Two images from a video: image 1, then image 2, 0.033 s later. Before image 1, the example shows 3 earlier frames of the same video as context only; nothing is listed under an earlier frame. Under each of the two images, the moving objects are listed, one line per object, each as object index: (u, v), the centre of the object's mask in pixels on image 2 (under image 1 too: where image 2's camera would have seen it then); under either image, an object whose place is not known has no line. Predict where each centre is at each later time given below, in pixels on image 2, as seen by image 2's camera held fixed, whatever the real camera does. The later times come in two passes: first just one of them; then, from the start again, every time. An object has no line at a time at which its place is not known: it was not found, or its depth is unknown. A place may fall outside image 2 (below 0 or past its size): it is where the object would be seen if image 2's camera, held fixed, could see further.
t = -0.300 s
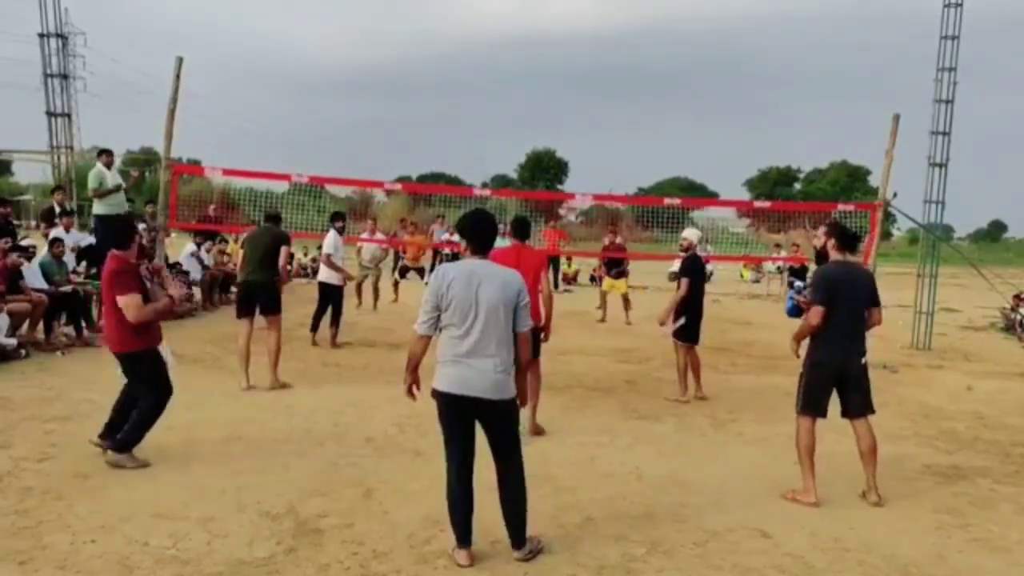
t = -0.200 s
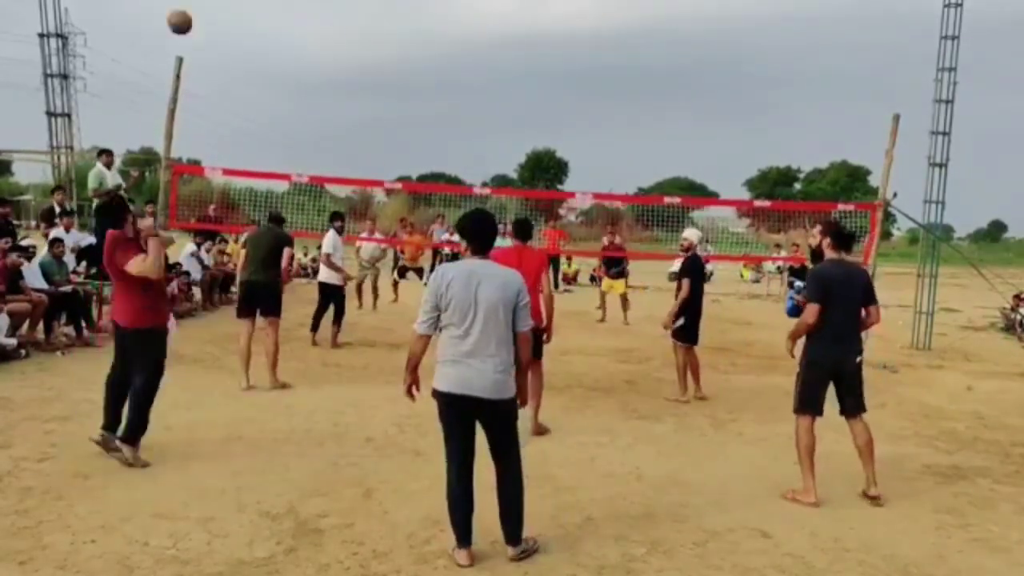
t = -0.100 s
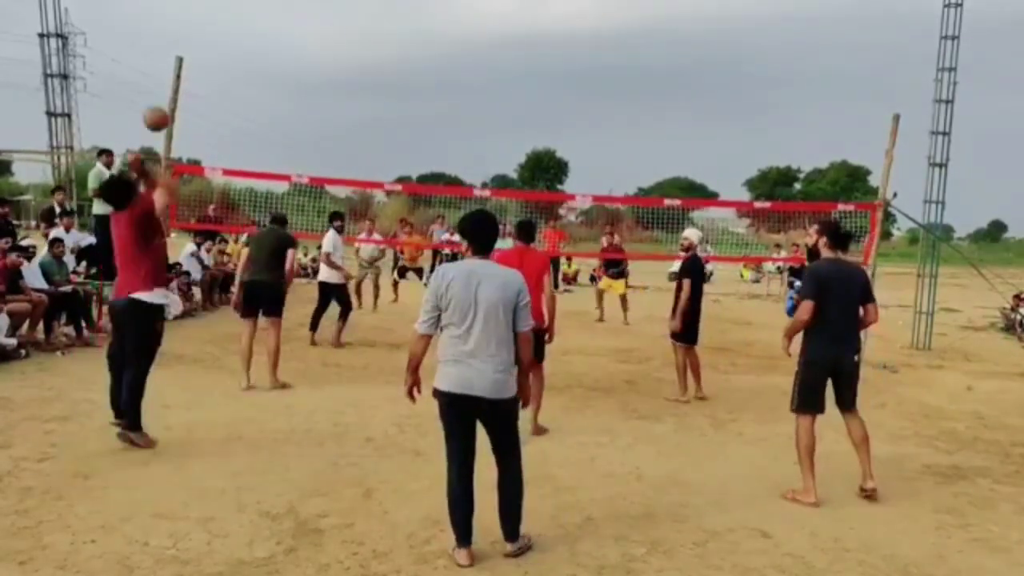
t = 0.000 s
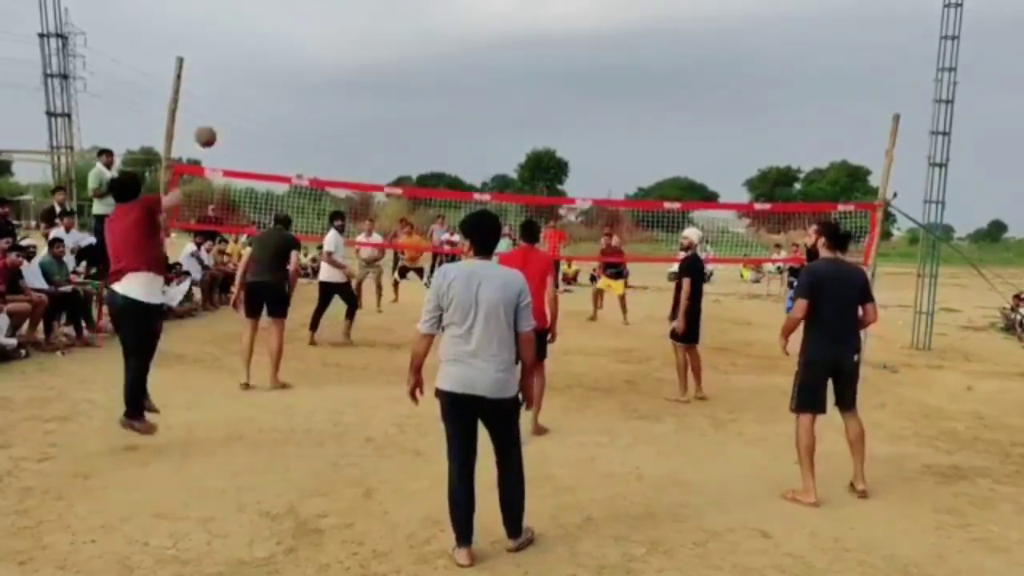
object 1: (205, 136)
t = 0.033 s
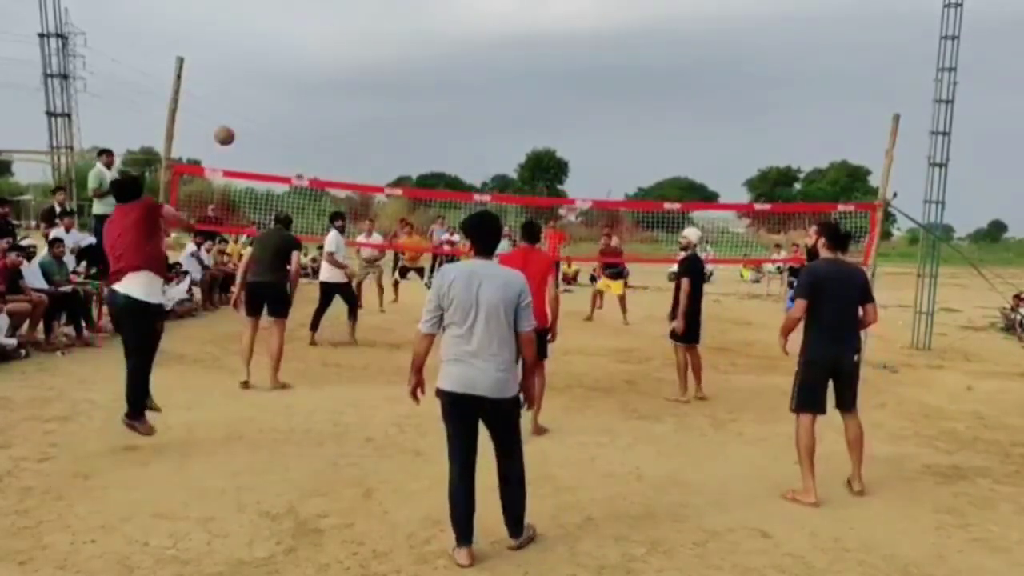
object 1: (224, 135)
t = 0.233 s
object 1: (294, 159)
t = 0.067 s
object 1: (240, 136)
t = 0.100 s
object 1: (254, 140)
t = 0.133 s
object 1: (266, 143)
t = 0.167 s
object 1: (277, 147)
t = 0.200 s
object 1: (286, 153)
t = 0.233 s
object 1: (294, 159)
